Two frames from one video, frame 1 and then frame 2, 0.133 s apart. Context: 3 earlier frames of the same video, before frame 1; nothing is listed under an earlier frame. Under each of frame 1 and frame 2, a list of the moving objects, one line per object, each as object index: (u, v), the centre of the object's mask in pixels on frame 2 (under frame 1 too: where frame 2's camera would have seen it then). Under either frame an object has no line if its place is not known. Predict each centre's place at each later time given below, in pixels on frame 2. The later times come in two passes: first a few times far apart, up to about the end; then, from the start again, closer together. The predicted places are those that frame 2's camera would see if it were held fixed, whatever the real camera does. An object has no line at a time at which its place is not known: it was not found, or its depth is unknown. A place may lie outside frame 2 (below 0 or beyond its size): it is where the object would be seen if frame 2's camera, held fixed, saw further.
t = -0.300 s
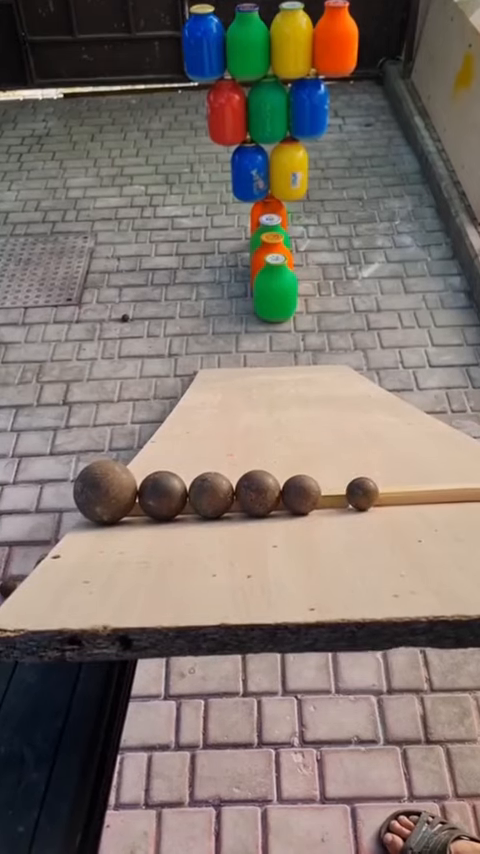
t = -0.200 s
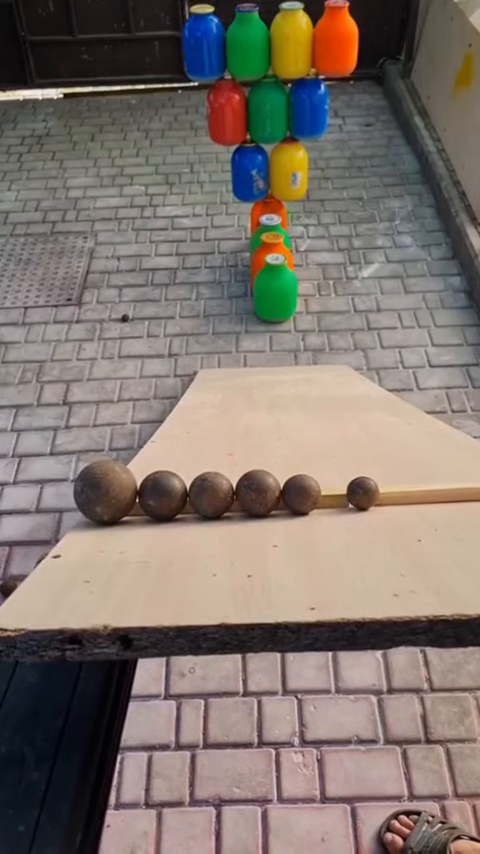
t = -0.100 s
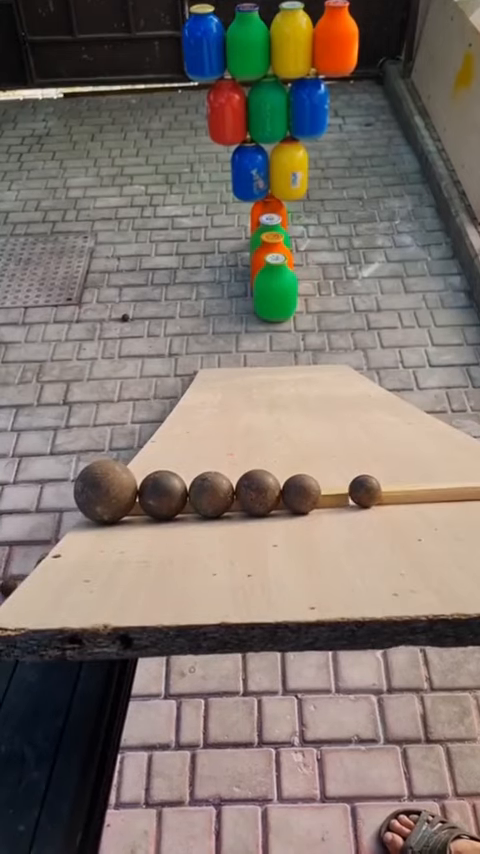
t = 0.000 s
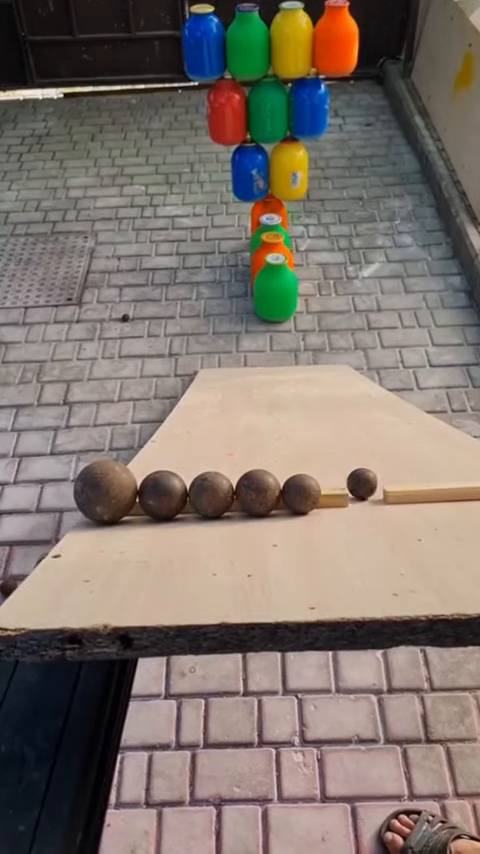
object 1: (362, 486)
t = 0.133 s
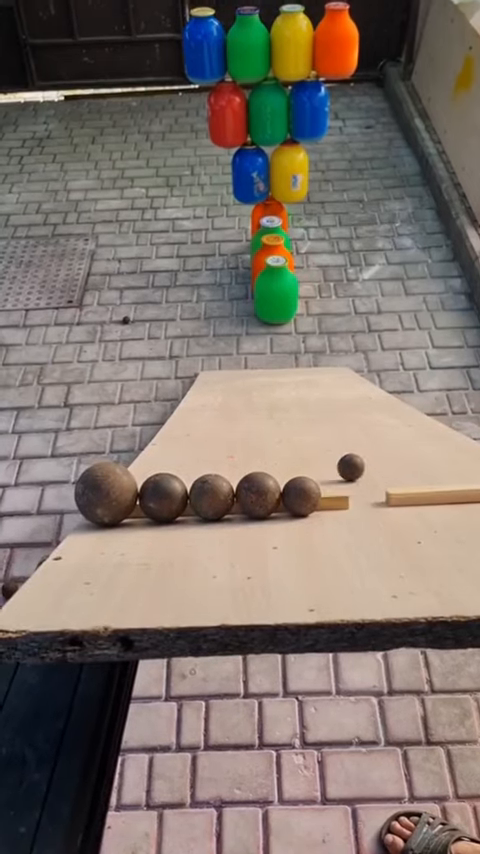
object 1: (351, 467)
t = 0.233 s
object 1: (339, 450)
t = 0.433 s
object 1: (315, 418)
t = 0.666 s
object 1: (294, 386)
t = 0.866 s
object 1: (281, 363)
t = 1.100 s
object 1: (296, 337)
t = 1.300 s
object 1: (304, 333)
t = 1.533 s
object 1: (308, 320)
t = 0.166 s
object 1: (347, 461)
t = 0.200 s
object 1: (343, 456)
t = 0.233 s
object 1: (339, 450)
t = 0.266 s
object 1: (335, 445)
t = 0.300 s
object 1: (331, 439)
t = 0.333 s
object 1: (327, 434)
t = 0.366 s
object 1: (323, 428)
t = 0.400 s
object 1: (319, 423)
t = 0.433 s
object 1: (315, 418)
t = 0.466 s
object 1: (312, 413)
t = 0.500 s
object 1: (309, 408)
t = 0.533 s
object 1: (305, 403)
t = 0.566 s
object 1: (302, 398)
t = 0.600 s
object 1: (299, 394)
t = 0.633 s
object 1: (297, 390)
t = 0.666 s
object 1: (294, 386)
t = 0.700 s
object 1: (292, 381)
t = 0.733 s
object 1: (289, 377)
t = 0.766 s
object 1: (287, 374)
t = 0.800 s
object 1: (284, 370)
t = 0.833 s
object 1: (283, 366)
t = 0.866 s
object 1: (281, 363)
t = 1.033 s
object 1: (289, 329)
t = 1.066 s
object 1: (292, 336)
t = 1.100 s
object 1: (296, 337)
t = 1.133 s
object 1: (300, 338)
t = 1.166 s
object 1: (302, 337)
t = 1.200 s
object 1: (303, 337)
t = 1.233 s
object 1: (303, 336)
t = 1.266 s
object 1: (304, 335)
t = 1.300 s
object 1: (304, 333)
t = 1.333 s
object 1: (305, 329)
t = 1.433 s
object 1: (306, 325)
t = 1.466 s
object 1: (307, 324)
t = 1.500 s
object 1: (307, 322)
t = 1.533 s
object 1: (308, 320)
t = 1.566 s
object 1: (308, 319)
